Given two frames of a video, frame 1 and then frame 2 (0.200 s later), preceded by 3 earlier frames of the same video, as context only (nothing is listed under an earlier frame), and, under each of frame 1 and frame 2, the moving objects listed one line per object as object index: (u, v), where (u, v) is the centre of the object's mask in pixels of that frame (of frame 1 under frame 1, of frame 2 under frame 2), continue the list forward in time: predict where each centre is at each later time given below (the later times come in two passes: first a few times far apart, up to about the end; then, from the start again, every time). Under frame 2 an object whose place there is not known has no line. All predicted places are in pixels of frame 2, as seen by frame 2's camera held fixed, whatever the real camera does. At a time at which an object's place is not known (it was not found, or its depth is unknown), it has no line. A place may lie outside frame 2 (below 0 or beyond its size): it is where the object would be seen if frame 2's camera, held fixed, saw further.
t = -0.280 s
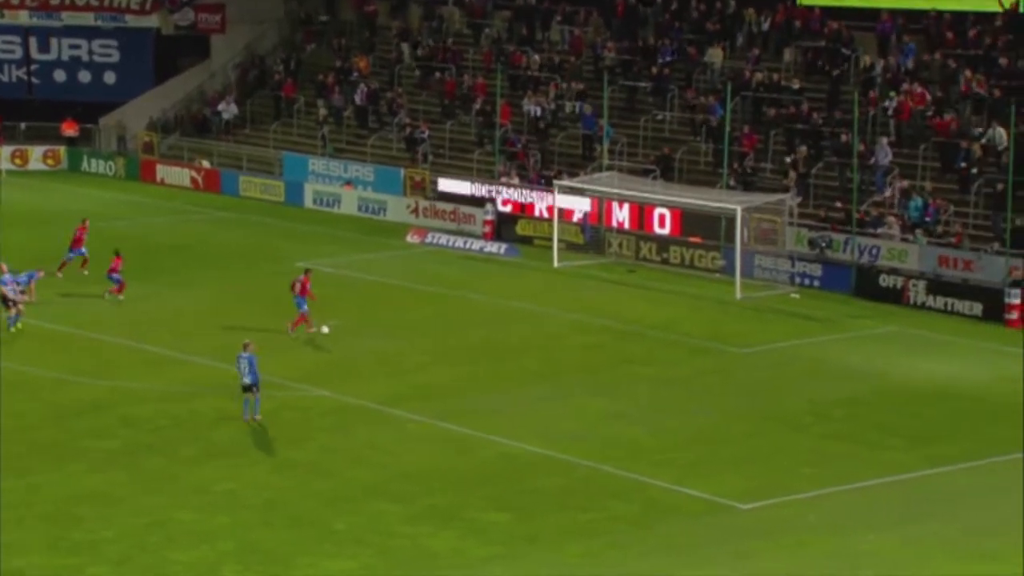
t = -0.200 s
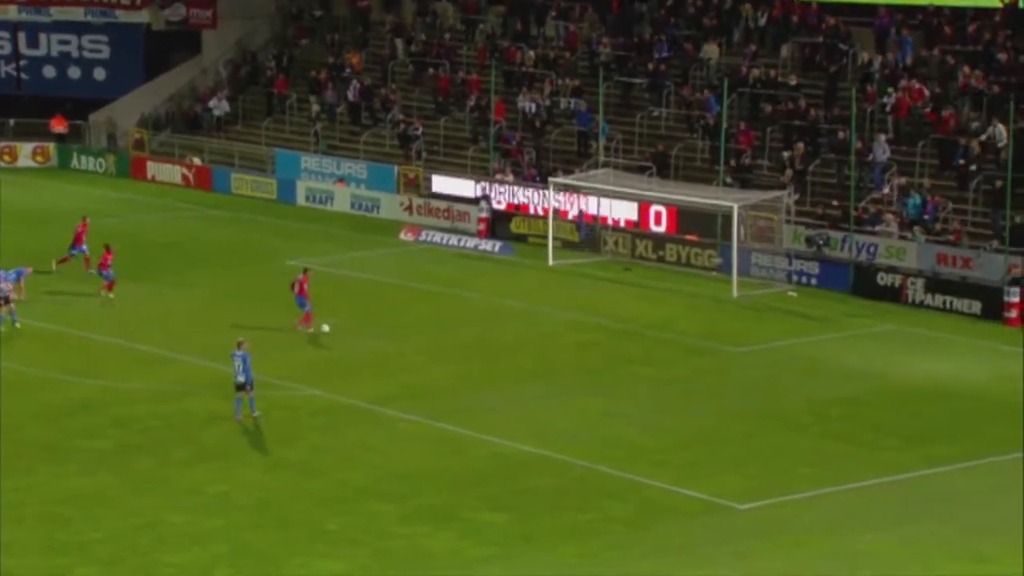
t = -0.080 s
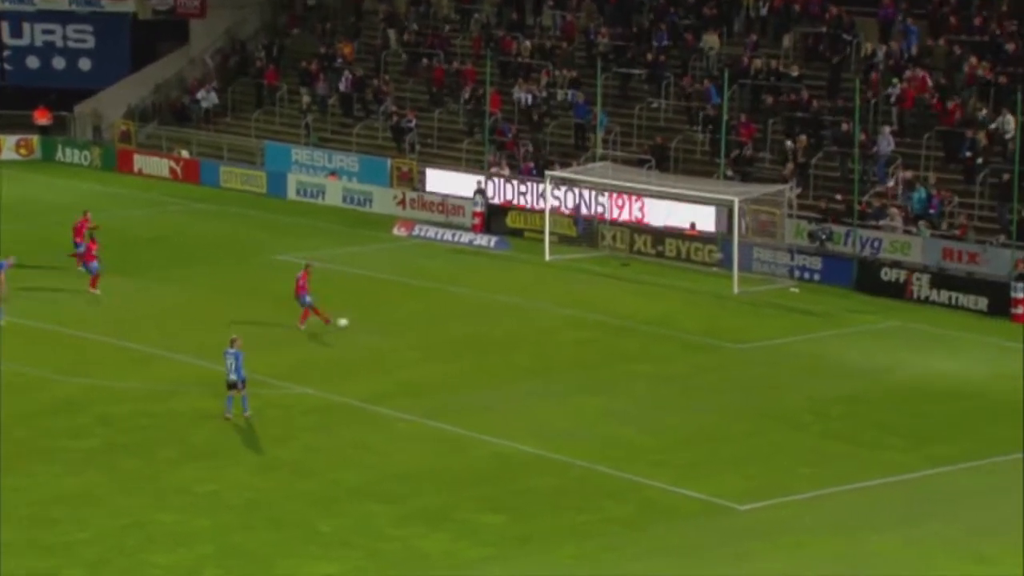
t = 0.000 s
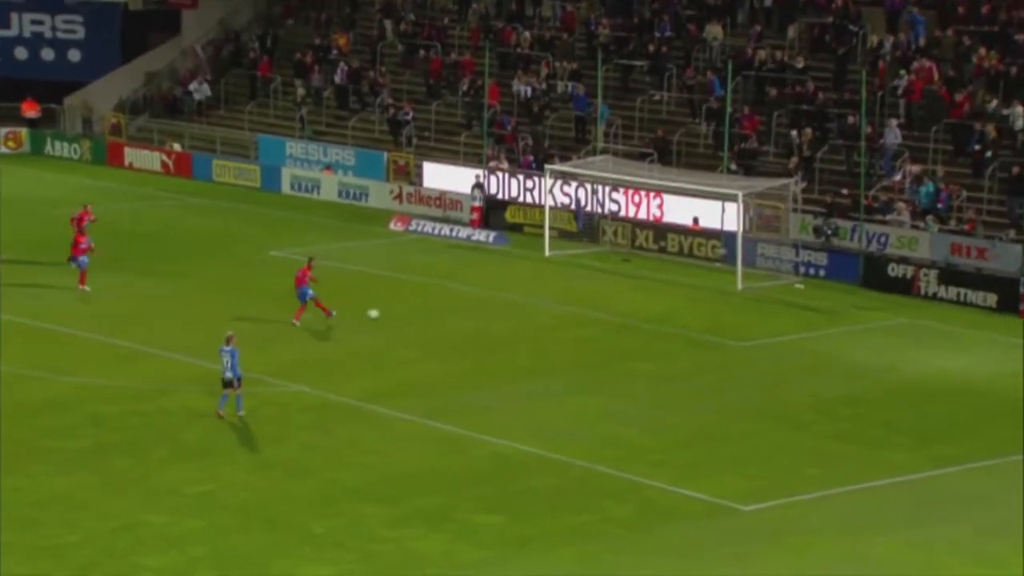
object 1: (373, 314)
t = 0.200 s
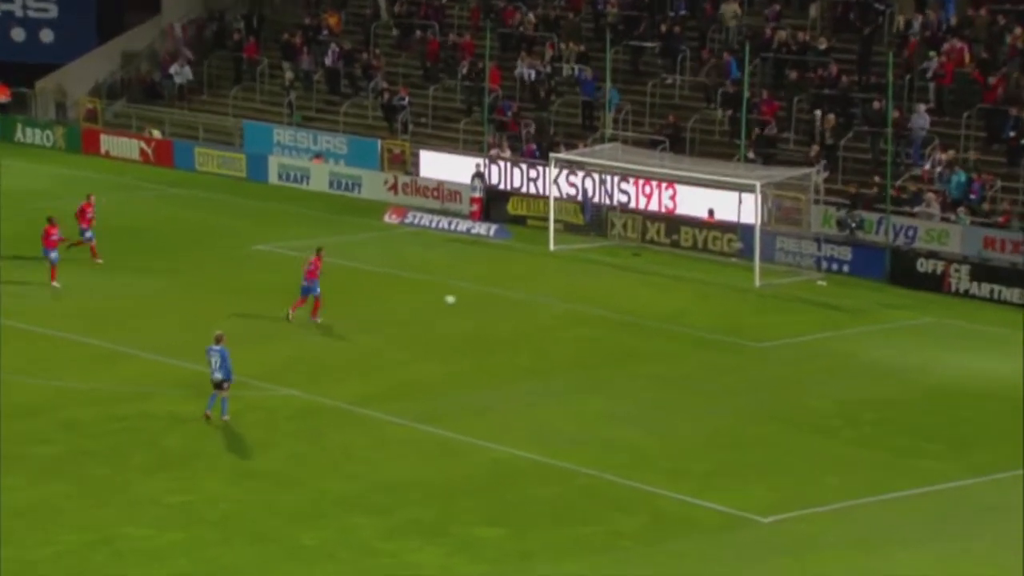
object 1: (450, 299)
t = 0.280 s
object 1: (478, 294)
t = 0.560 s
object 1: (562, 280)
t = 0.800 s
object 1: (615, 268)
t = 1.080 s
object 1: (668, 261)
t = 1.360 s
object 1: (719, 254)
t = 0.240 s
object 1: (464, 297)
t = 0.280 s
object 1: (478, 294)
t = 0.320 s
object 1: (492, 292)
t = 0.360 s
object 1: (505, 290)
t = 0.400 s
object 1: (517, 288)
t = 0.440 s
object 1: (528, 287)
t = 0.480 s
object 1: (540, 284)
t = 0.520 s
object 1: (551, 282)
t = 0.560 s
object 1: (562, 280)
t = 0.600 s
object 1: (571, 277)
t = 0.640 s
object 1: (580, 275)
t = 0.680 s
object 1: (590, 273)
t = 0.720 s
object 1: (599, 272)
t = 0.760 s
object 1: (607, 271)
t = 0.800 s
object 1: (615, 268)
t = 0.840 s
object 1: (623, 266)
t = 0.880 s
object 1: (631, 265)
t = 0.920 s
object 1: (637, 263)
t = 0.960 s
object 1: (647, 264)
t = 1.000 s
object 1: (654, 264)
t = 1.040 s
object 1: (661, 262)
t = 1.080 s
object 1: (668, 261)
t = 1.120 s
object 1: (676, 260)
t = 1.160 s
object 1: (684, 259)
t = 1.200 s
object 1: (691, 259)
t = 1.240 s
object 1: (697, 257)
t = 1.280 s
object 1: (705, 256)
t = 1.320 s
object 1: (712, 255)
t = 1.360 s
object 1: (719, 254)
